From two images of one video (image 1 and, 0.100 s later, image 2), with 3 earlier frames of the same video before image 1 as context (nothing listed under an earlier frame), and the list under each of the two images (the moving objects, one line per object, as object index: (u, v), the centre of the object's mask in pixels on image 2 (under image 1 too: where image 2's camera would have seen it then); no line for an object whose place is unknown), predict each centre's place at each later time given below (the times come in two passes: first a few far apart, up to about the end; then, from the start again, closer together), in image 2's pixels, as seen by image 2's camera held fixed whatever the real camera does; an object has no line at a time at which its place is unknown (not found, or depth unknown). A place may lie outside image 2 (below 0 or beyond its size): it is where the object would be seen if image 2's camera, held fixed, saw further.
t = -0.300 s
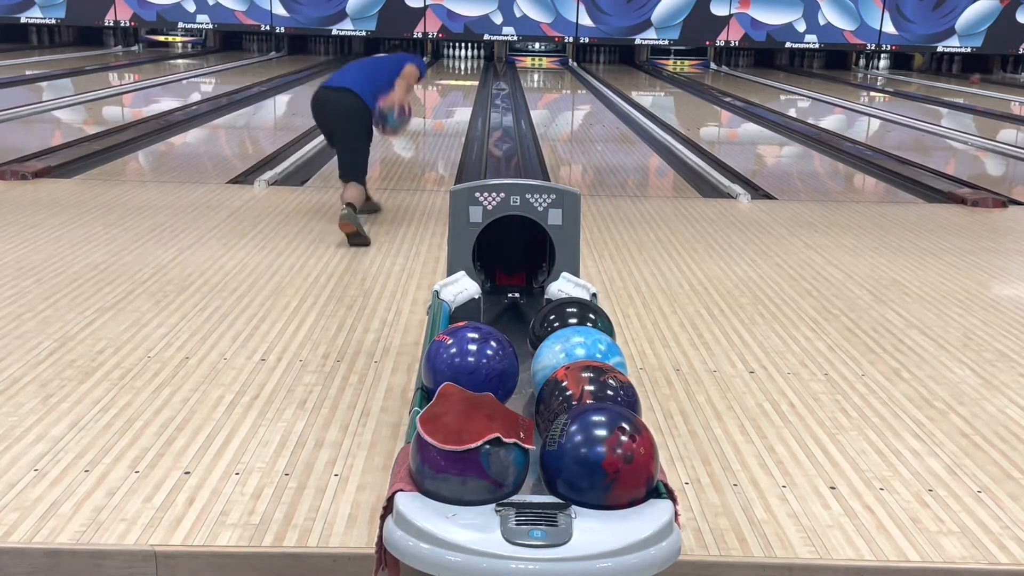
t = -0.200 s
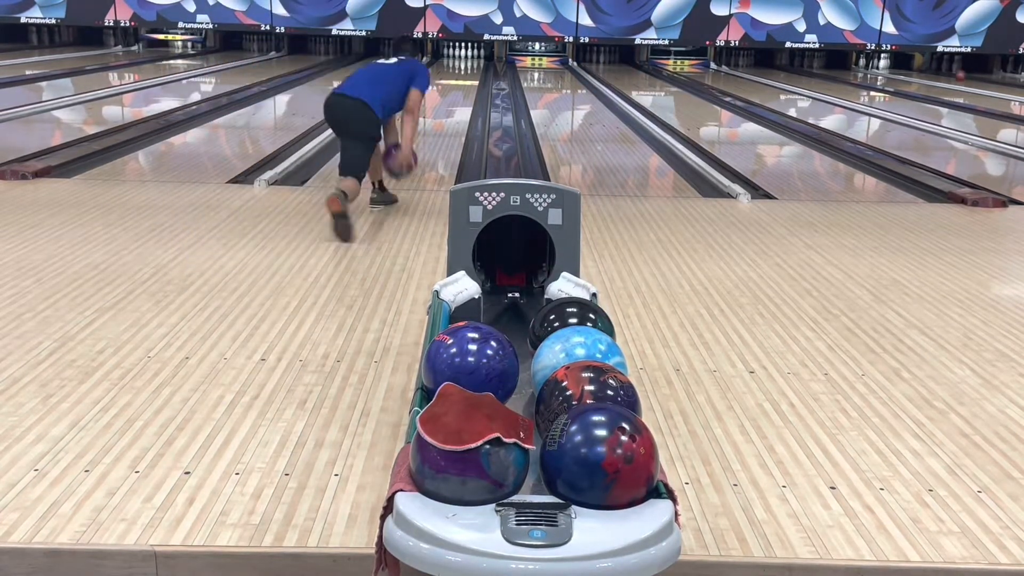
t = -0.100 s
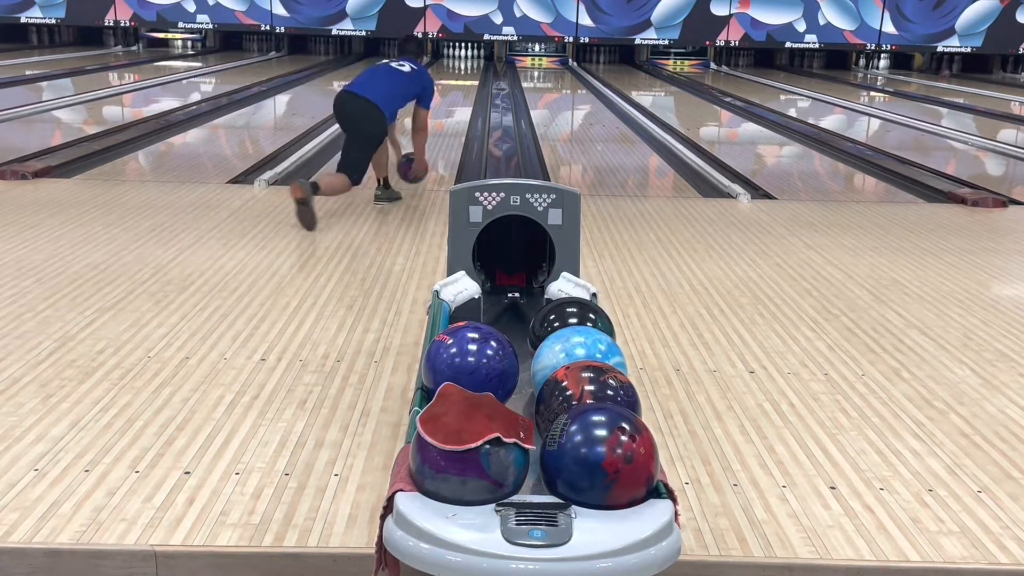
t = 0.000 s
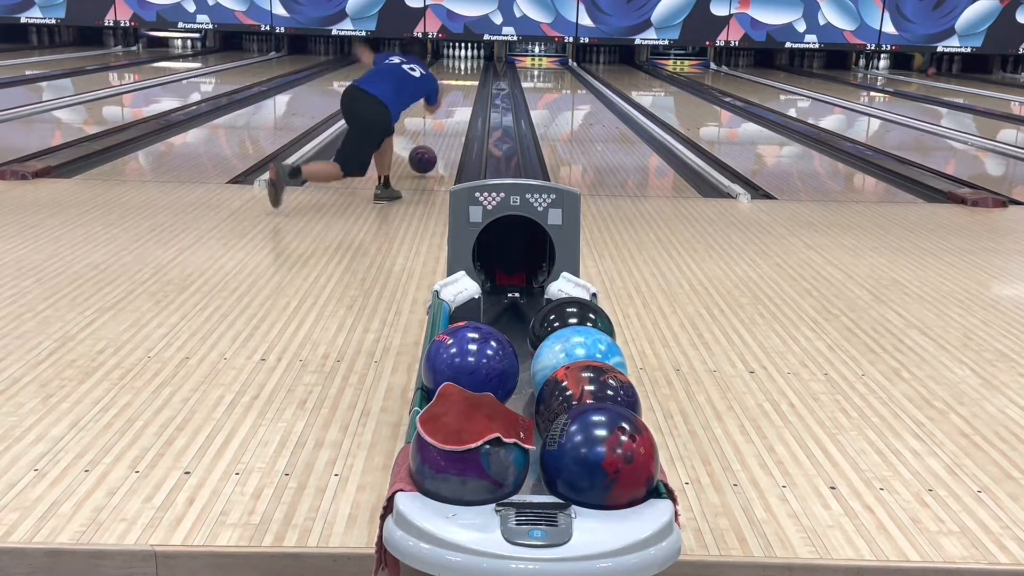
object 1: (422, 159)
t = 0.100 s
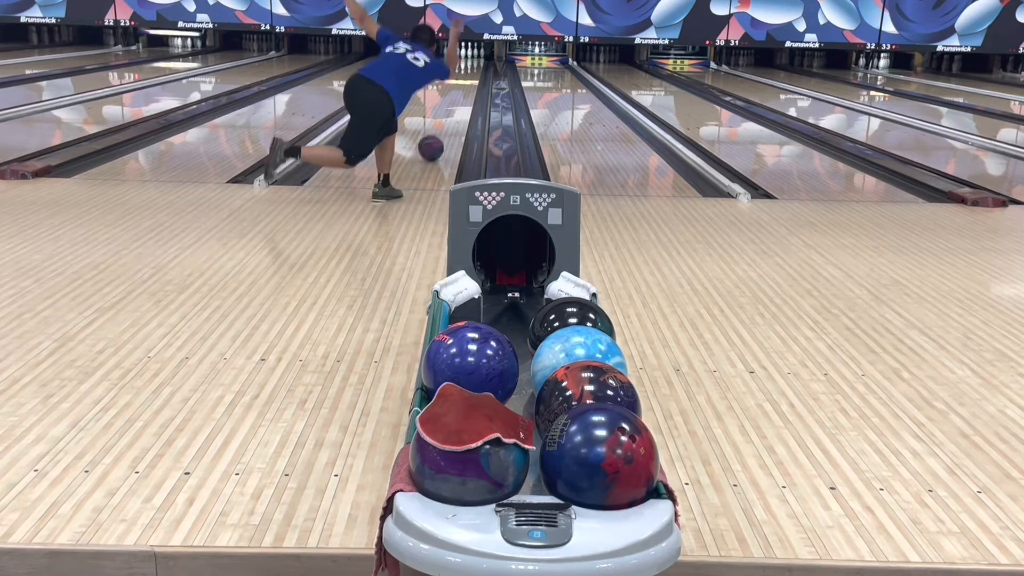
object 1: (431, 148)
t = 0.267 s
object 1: (441, 129)
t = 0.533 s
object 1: (453, 108)
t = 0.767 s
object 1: (461, 95)
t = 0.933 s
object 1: (465, 87)
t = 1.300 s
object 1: (471, 74)
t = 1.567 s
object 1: (472, 67)
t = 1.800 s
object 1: (472, 63)
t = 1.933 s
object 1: (472, 61)
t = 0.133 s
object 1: (433, 144)
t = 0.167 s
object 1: (435, 140)
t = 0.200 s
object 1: (438, 136)
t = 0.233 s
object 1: (440, 133)
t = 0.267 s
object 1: (441, 129)
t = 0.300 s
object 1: (443, 126)
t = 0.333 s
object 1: (445, 123)
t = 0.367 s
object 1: (447, 120)
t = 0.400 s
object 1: (448, 117)
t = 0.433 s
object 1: (450, 115)
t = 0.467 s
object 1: (451, 113)
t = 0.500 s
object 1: (452, 110)
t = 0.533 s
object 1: (453, 108)
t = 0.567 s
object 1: (455, 106)
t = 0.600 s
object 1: (456, 104)
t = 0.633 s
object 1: (457, 102)
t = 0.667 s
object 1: (458, 100)
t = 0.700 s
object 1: (459, 98)
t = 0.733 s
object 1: (460, 97)
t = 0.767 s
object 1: (461, 95)
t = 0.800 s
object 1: (461, 93)
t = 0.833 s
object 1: (462, 91)
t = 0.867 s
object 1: (463, 90)
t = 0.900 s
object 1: (463, 89)
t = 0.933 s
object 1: (465, 87)
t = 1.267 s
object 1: (471, 75)
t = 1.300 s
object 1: (471, 74)
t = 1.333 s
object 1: (471, 73)
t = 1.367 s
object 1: (472, 72)
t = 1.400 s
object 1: (472, 71)
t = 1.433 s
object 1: (472, 70)
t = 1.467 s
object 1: (472, 70)
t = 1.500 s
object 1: (472, 69)
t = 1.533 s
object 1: (472, 68)
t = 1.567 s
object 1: (472, 67)
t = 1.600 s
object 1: (472, 67)
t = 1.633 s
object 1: (473, 66)
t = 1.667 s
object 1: (473, 65)
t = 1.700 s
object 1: (473, 64)
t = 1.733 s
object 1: (473, 64)
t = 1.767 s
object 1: (472, 64)
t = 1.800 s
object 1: (472, 63)
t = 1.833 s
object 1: (472, 63)
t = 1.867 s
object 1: (472, 62)
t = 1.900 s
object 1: (472, 62)
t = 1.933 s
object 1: (472, 61)
